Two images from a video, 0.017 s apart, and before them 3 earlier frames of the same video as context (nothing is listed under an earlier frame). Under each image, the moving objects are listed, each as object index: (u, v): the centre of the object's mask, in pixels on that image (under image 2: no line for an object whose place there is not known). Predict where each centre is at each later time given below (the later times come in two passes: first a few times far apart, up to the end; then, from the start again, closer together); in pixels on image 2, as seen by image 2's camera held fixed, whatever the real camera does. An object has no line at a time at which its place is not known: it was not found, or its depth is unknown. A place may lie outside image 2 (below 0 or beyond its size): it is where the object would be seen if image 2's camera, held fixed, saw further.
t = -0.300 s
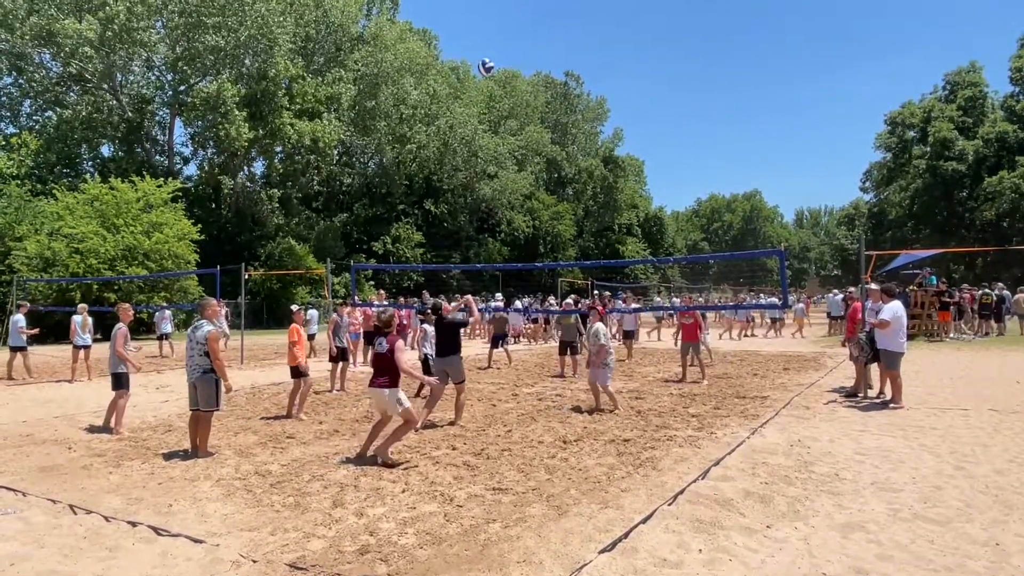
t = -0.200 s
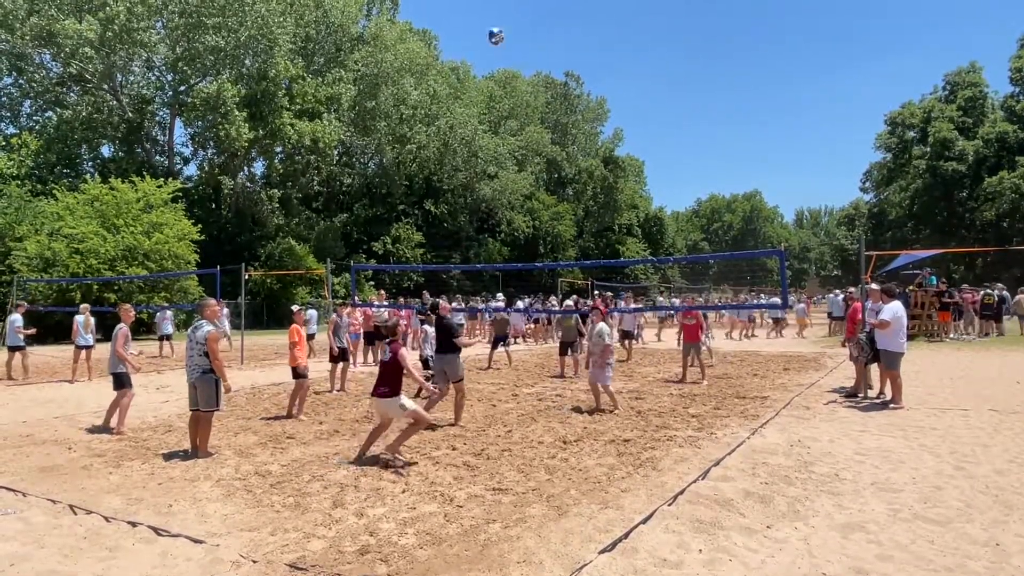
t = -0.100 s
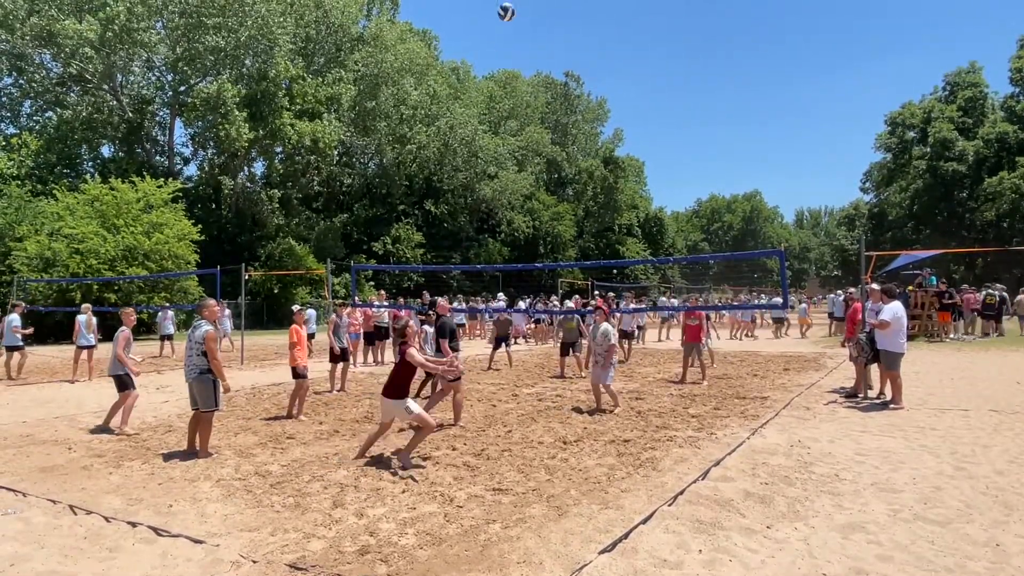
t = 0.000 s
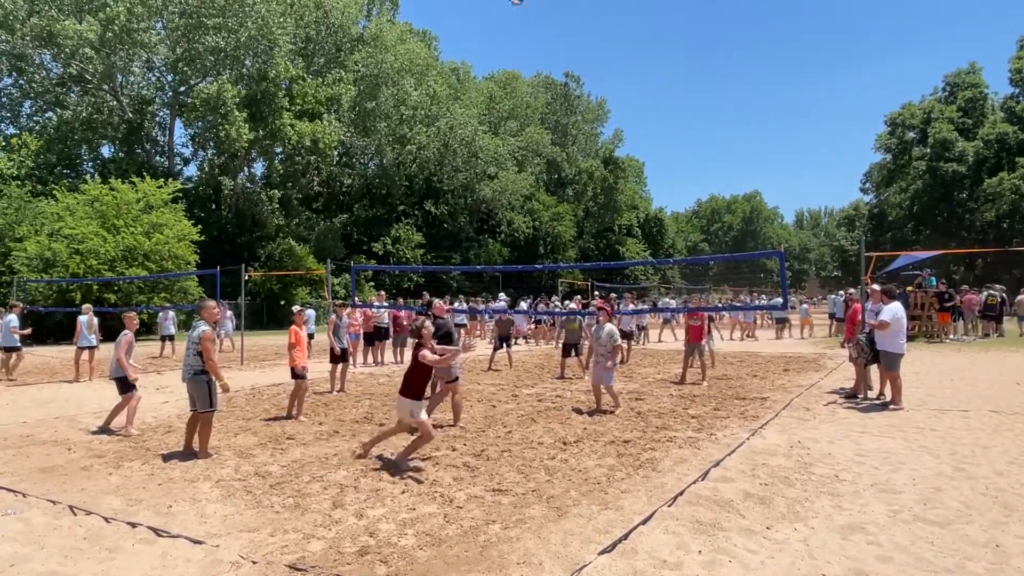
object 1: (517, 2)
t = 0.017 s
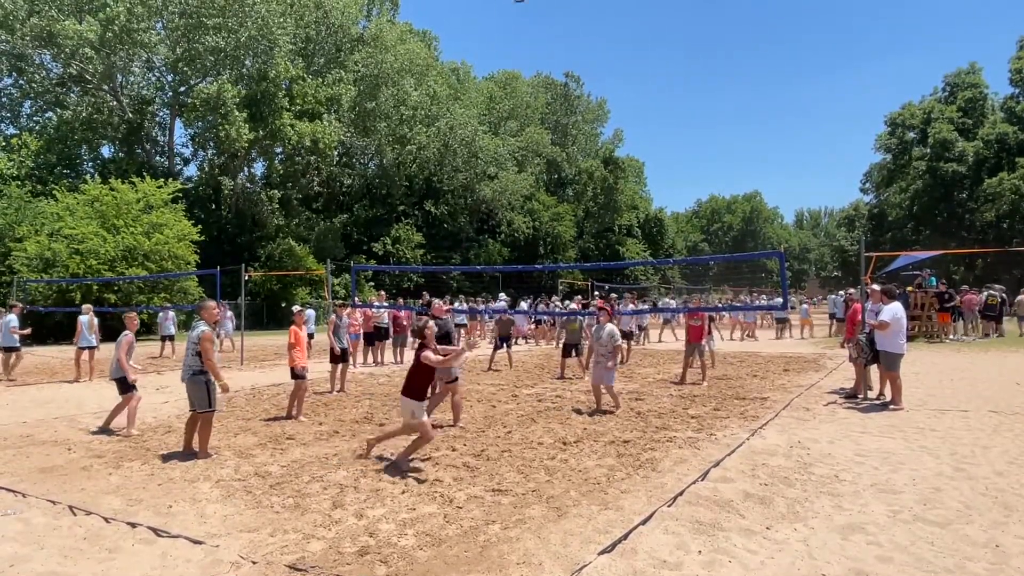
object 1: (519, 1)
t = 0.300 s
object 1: (554, 0)
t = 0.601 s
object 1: (599, 80)
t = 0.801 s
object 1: (634, 204)
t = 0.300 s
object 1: (554, 0)
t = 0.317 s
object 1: (555, 3)
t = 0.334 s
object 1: (557, 3)
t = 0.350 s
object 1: (561, 4)
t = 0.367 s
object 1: (563, 6)
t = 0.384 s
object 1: (565, 8)
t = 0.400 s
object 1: (567, 9)
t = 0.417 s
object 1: (570, 13)
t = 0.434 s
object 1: (573, 19)
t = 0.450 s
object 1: (575, 23)
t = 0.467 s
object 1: (578, 28)
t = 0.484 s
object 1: (580, 34)
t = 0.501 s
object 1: (582, 39)
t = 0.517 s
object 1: (585, 45)
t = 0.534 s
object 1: (588, 51)
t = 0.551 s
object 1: (591, 58)
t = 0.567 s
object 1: (594, 65)
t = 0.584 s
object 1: (596, 72)
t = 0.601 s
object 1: (599, 80)
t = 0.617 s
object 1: (600, 89)
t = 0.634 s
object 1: (604, 97)
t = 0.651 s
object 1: (607, 106)
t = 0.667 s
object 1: (610, 115)
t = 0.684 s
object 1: (613, 126)
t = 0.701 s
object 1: (616, 135)
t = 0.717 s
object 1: (618, 145)
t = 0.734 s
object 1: (621, 157)
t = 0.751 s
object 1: (625, 167)
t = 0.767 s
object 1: (628, 179)
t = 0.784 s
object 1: (630, 191)
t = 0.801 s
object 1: (634, 204)
